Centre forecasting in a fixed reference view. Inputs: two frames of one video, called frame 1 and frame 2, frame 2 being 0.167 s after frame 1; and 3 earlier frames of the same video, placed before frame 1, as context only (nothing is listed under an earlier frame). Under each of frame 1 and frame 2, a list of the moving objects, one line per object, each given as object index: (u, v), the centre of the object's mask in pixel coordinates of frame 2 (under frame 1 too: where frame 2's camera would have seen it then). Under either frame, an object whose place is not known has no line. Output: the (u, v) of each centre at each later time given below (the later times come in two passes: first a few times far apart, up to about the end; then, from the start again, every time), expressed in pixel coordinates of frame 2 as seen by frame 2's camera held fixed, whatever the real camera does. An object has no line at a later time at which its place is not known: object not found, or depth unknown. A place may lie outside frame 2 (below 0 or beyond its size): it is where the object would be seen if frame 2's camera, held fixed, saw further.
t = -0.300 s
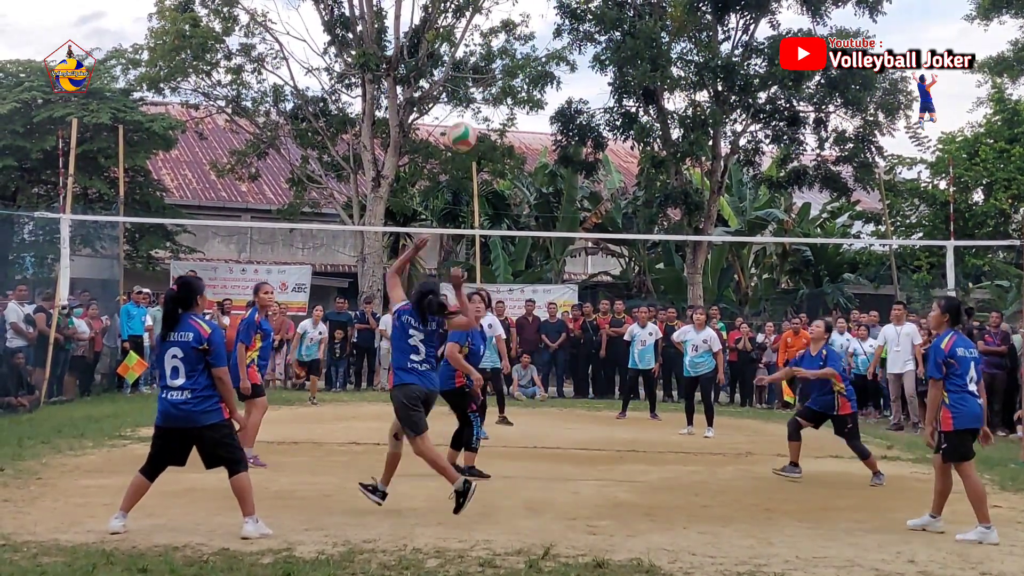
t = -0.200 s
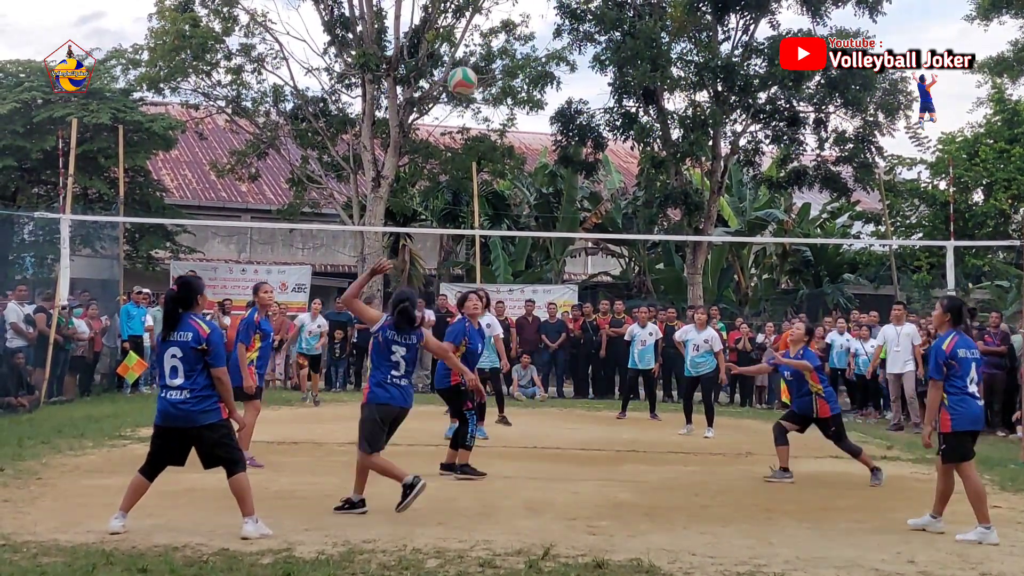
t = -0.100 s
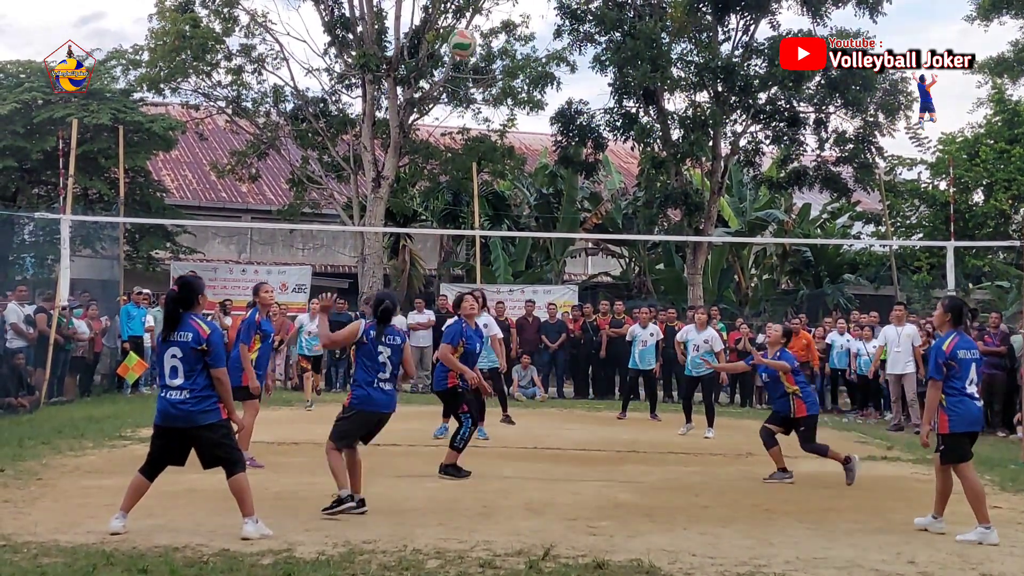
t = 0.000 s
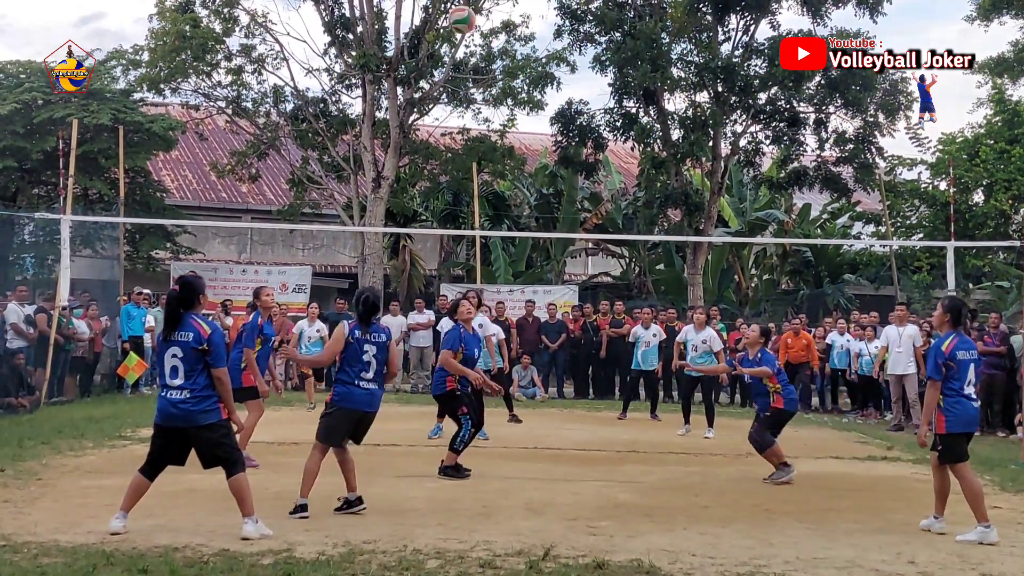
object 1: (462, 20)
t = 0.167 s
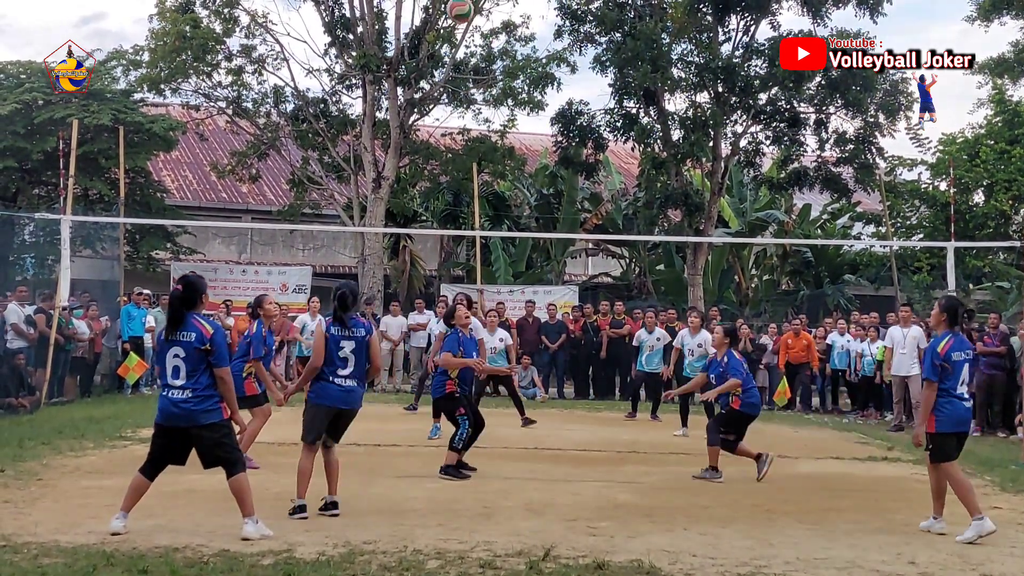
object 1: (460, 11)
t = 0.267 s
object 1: (458, 20)
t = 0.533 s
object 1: (452, 101)
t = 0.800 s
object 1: (441, 248)
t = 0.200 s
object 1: (459, 12)
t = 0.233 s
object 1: (459, 15)
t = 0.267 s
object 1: (458, 20)
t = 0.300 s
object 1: (457, 26)
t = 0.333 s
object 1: (456, 33)
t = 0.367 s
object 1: (456, 42)
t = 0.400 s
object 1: (455, 51)
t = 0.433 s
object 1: (455, 62)
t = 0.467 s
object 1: (454, 75)
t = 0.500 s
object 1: (453, 87)
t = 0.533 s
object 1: (452, 101)
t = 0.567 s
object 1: (450, 116)
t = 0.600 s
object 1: (449, 132)
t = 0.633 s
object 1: (448, 149)
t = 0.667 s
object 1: (447, 168)
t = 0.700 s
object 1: (446, 187)
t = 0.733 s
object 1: (444, 206)
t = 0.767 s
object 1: (442, 226)
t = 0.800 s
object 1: (441, 248)
